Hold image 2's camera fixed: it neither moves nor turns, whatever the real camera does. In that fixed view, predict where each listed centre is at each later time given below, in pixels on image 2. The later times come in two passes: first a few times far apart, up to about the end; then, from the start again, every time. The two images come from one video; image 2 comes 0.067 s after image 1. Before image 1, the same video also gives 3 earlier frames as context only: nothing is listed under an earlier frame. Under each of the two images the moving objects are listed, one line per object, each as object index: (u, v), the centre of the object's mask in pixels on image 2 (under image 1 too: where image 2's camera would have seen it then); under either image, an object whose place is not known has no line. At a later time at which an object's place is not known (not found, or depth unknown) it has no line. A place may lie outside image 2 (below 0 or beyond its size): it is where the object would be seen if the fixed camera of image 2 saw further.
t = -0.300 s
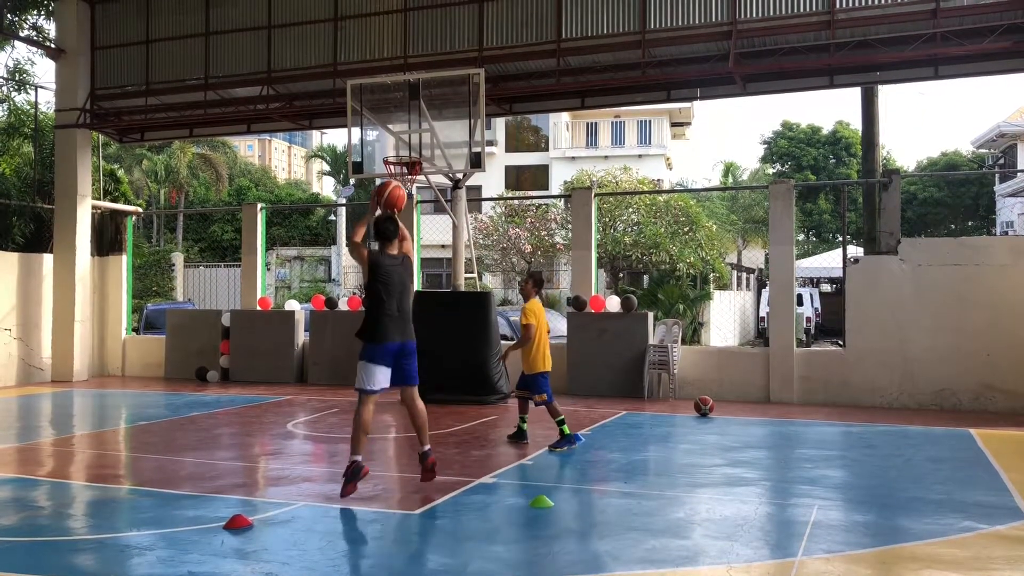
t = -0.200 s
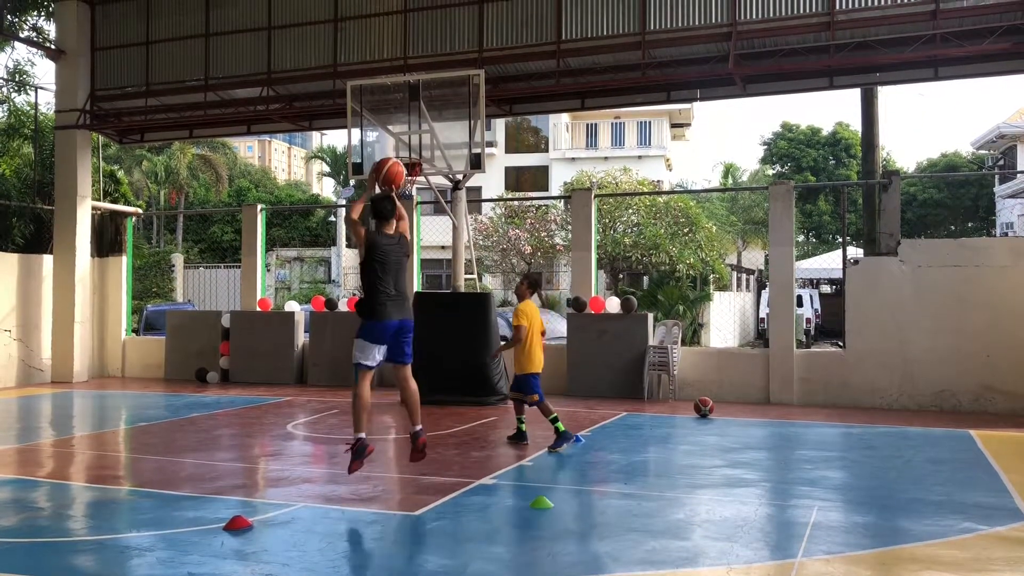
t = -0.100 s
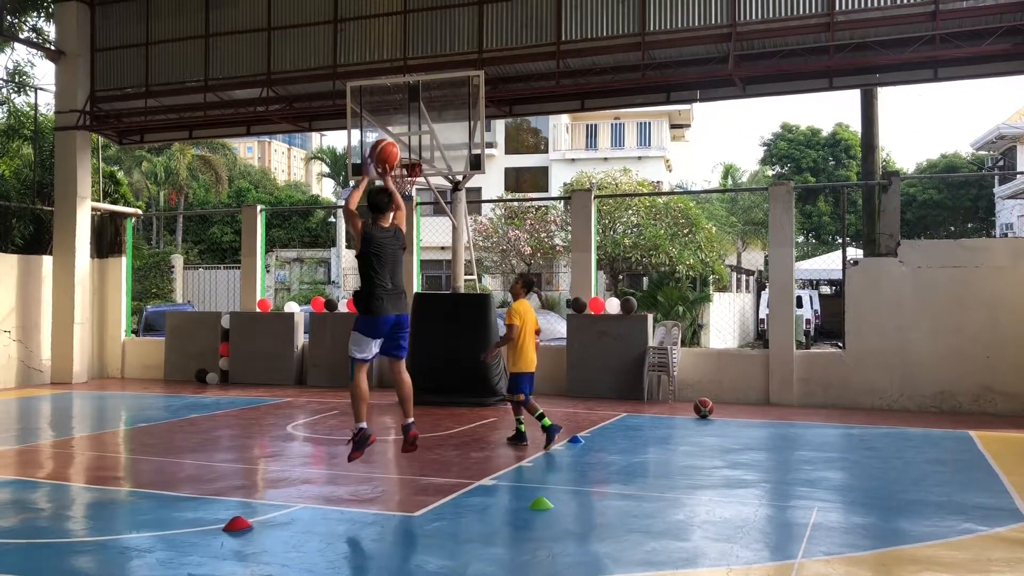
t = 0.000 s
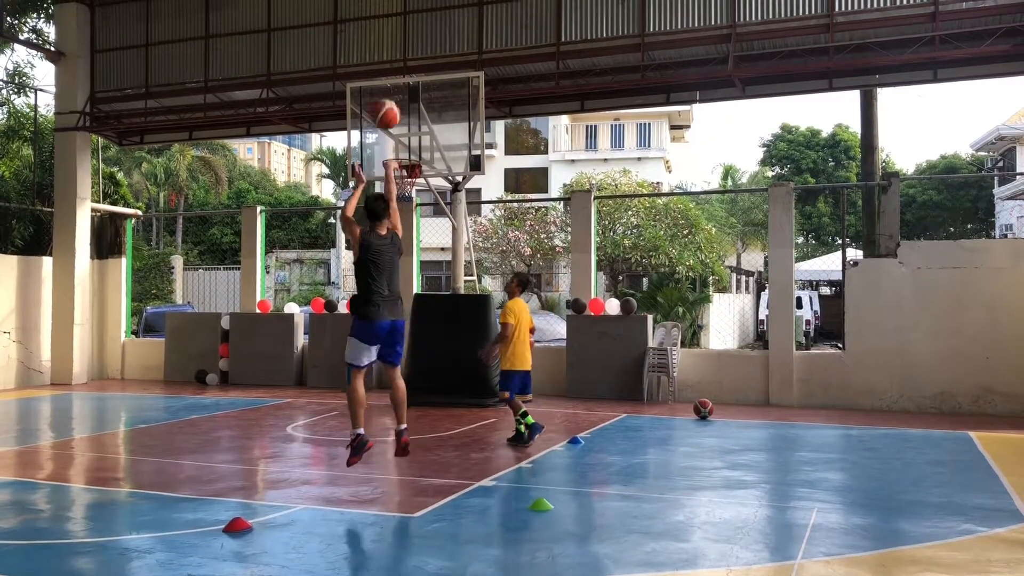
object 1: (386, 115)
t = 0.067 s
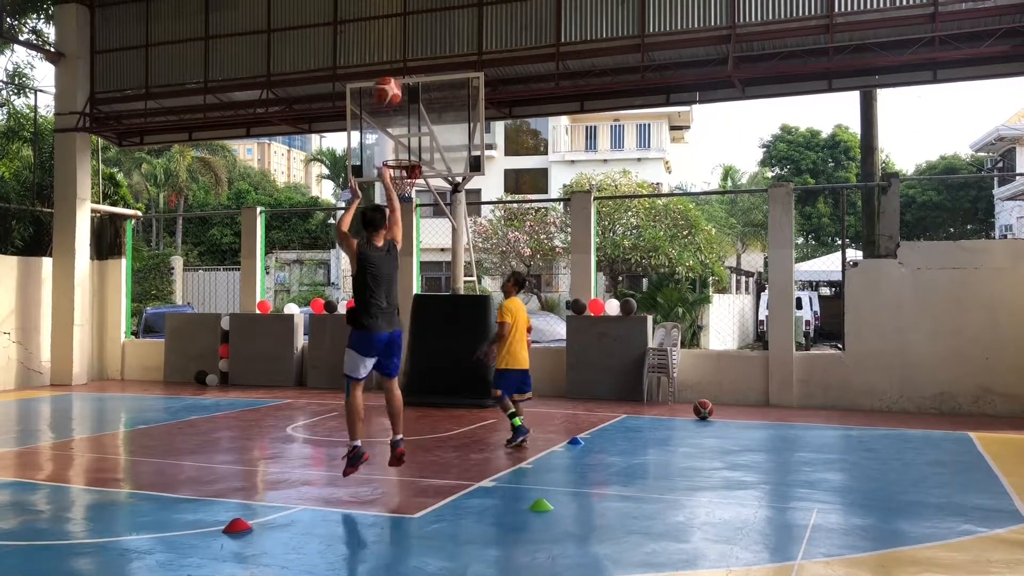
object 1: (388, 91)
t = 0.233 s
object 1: (392, 62)
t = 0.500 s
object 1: (398, 78)
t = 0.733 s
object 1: (402, 138)
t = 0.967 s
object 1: (403, 185)
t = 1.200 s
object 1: (400, 196)
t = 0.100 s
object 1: (389, 83)
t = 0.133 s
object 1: (390, 75)
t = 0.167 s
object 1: (391, 70)
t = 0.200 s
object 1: (391, 65)
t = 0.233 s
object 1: (392, 62)
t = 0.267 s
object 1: (393, 61)
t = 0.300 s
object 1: (394, 61)
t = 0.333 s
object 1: (394, 61)
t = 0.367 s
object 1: (395, 62)
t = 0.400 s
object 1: (396, 64)
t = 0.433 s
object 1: (397, 68)
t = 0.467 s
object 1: (397, 72)
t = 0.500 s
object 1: (398, 78)
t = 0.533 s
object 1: (398, 84)
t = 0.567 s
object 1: (401, 89)
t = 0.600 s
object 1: (402, 98)
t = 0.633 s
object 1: (402, 107)
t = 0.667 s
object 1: (401, 117)
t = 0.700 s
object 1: (401, 128)
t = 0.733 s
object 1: (402, 138)
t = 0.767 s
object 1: (402, 148)
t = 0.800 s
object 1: (403, 160)
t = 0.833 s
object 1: (405, 172)
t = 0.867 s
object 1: (404, 180)
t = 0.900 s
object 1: (403, 184)
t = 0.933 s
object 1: (403, 183)
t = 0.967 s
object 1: (403, 185)
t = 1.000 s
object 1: (403, 185)
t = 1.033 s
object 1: (402, 186)
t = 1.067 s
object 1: (402, 188)
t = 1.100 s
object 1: (402, 189)
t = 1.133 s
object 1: (402, 192)
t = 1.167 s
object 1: (401, 194)
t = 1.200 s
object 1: (400, 196)
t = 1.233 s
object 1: (400, 198)
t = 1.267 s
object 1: (400, 200)
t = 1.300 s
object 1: (400, 201)
